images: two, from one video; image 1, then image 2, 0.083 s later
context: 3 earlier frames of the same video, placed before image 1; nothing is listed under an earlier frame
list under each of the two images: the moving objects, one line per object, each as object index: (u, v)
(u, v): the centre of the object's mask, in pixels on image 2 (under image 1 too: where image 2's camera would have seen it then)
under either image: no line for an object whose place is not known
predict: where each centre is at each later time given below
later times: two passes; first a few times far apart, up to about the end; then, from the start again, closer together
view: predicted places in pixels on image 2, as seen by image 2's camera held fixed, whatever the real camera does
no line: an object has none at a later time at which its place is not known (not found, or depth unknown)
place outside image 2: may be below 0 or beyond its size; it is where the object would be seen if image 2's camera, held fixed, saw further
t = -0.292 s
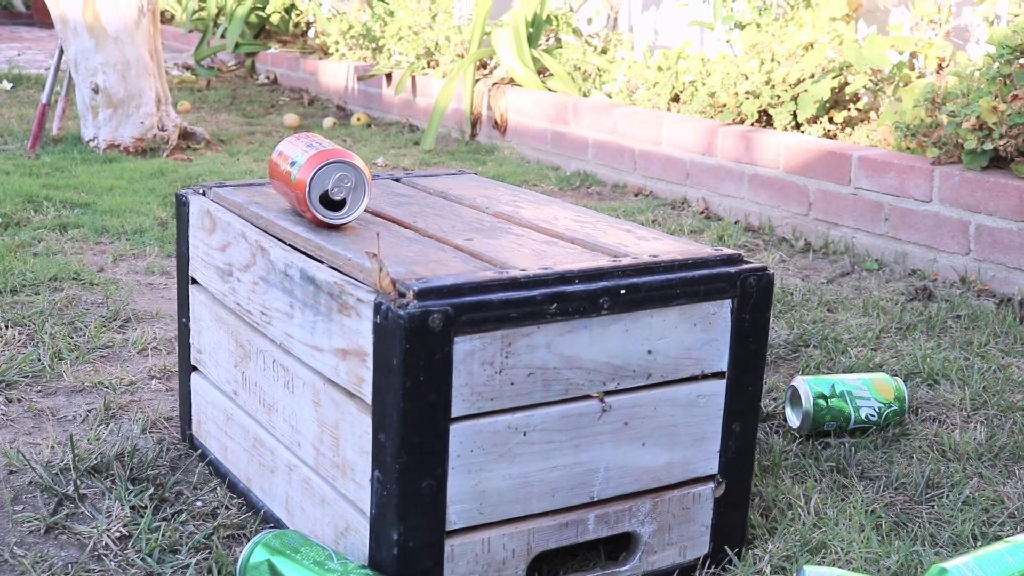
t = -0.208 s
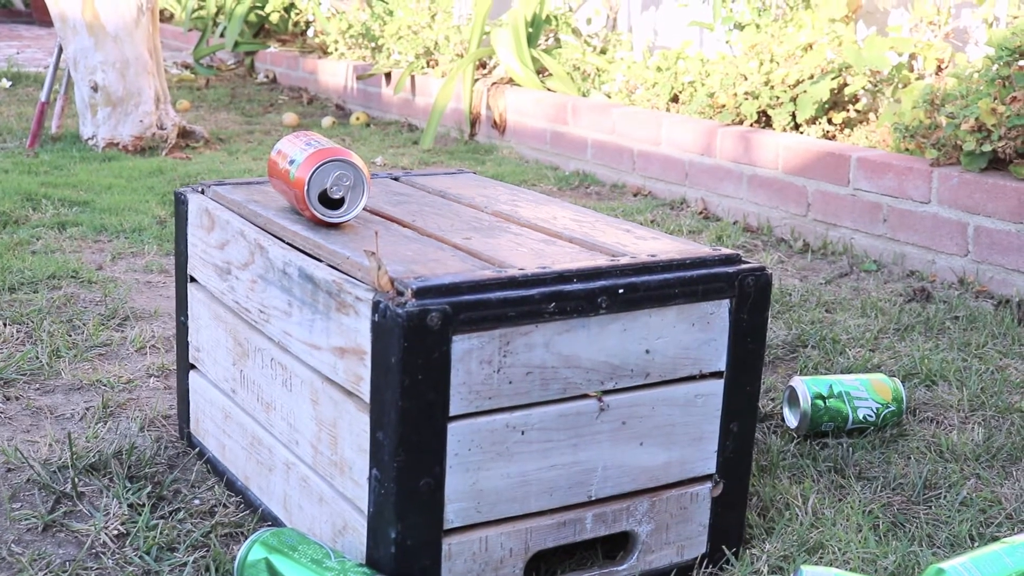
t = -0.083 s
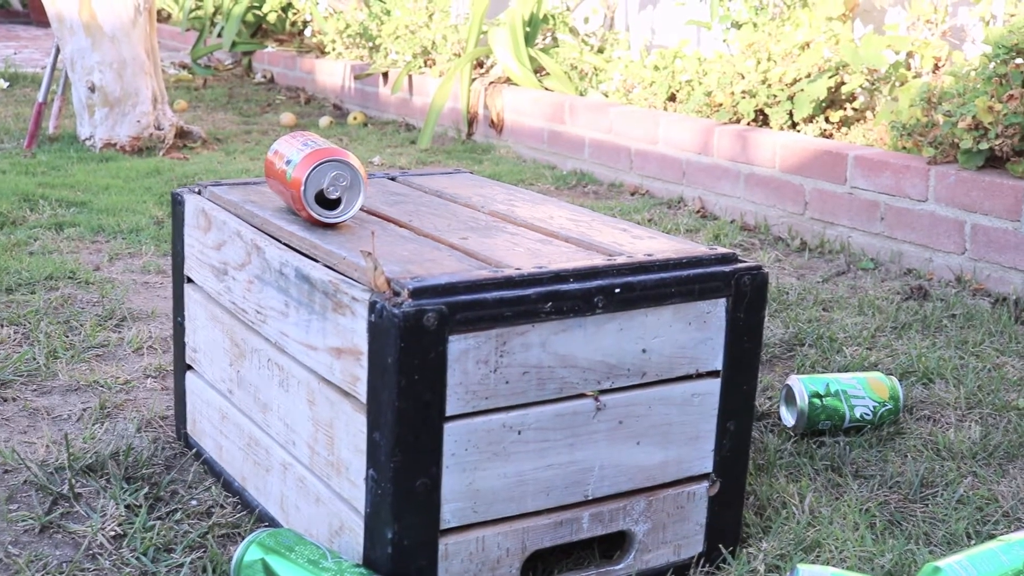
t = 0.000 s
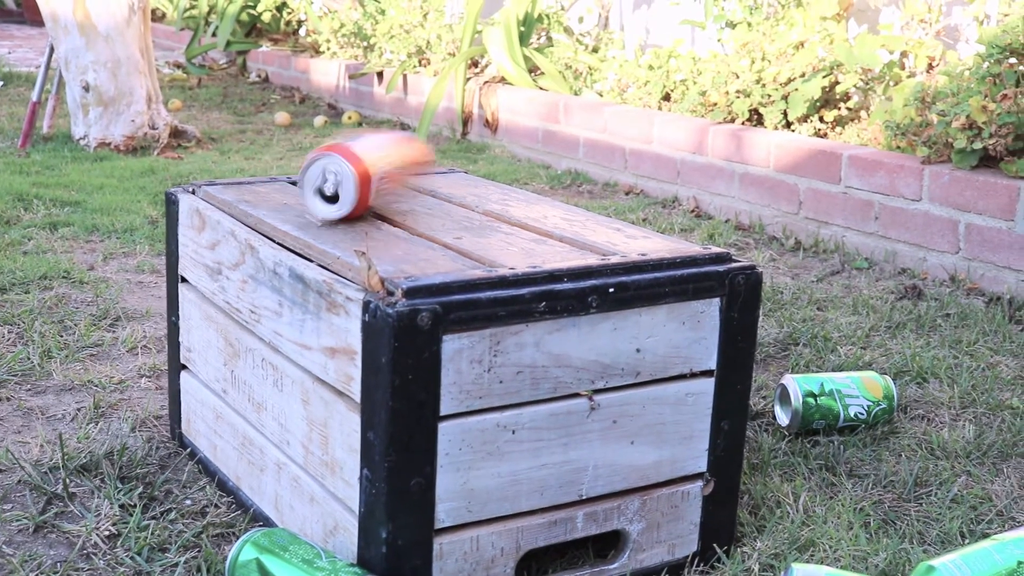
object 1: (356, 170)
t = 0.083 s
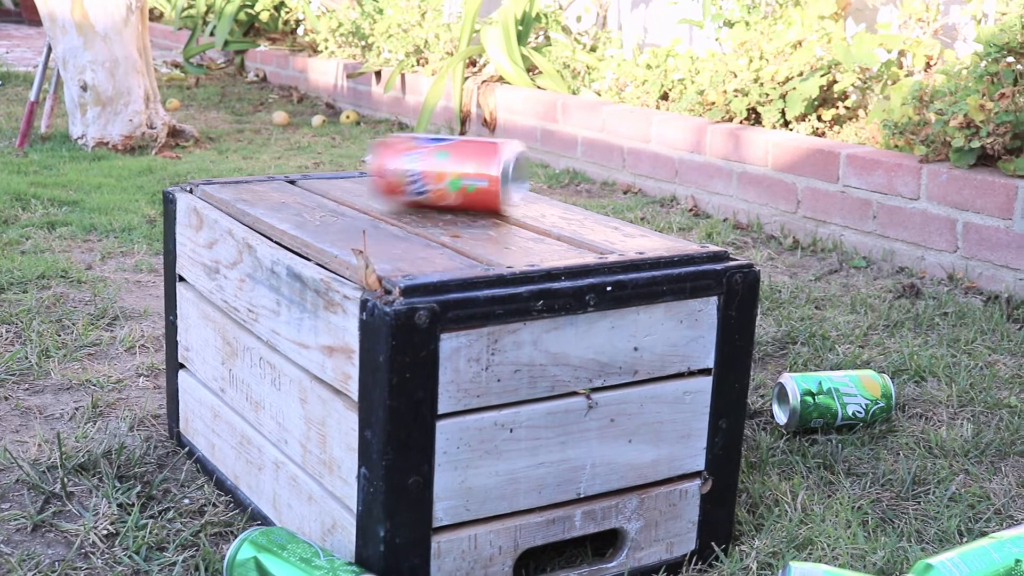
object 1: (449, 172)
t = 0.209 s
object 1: (538, 167)
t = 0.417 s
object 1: (688, 220)
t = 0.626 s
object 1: (815, 412)
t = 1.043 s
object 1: (952, 433)
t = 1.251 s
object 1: (930, 439)
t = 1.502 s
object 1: (923, 444)
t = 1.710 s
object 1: (921, 443)
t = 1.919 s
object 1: (920, 443)
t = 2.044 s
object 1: (922, 444)
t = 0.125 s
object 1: (485, 169)
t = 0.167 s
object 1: (511, 167)
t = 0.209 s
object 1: (538, 167)
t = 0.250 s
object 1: (563, 169)
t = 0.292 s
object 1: (594, 176)
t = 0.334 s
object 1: (624, 184)
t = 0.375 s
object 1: (649, 197)
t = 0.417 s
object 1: (688, 220)
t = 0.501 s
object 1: (773, 361)
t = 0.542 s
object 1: (786, 409)
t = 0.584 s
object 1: (794, 419)
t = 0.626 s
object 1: (815, 412)
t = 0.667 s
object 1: (834, 411)
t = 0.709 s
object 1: (855, 419)
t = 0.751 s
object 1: (877, 429)
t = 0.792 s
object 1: (901, 445)
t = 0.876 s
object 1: (931, 446)
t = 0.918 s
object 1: (942, 439)
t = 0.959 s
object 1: (948, 437)
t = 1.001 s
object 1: (951, 434)
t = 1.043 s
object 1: (952, 433)
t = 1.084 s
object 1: (951, 433)
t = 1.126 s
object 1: (948, 433)
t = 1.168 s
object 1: (943, 434)
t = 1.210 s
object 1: (937, 435)
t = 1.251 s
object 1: (930, 439)
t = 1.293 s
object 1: (924, 444)
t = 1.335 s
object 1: (921, 445)
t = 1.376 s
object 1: (920, 444)
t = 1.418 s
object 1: (920, 444)
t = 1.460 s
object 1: (922, 443)
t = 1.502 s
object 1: (923, 444)
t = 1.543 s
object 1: (923, 443)
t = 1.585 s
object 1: (923, 443)
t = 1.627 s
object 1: (922, 443)
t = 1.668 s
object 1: (921, 443)
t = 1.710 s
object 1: (921, 443)
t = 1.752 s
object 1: (920, 443)
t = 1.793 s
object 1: (920, 443)
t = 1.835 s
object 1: (920, 443)
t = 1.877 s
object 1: (920, 442)
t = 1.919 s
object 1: (920, 443)
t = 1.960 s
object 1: (920, 443)
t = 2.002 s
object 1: (922, 443)
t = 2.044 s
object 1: (922, 444)
